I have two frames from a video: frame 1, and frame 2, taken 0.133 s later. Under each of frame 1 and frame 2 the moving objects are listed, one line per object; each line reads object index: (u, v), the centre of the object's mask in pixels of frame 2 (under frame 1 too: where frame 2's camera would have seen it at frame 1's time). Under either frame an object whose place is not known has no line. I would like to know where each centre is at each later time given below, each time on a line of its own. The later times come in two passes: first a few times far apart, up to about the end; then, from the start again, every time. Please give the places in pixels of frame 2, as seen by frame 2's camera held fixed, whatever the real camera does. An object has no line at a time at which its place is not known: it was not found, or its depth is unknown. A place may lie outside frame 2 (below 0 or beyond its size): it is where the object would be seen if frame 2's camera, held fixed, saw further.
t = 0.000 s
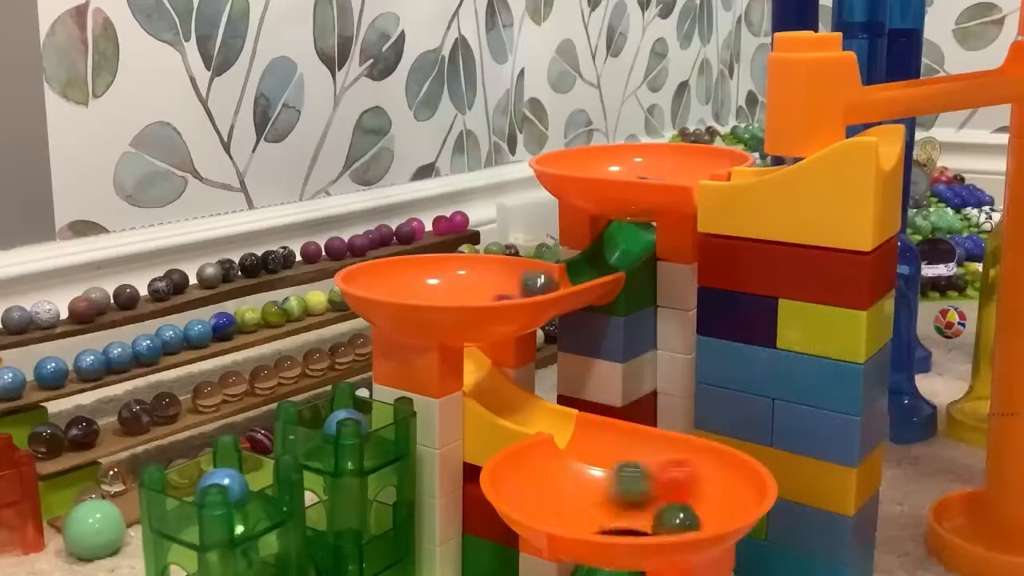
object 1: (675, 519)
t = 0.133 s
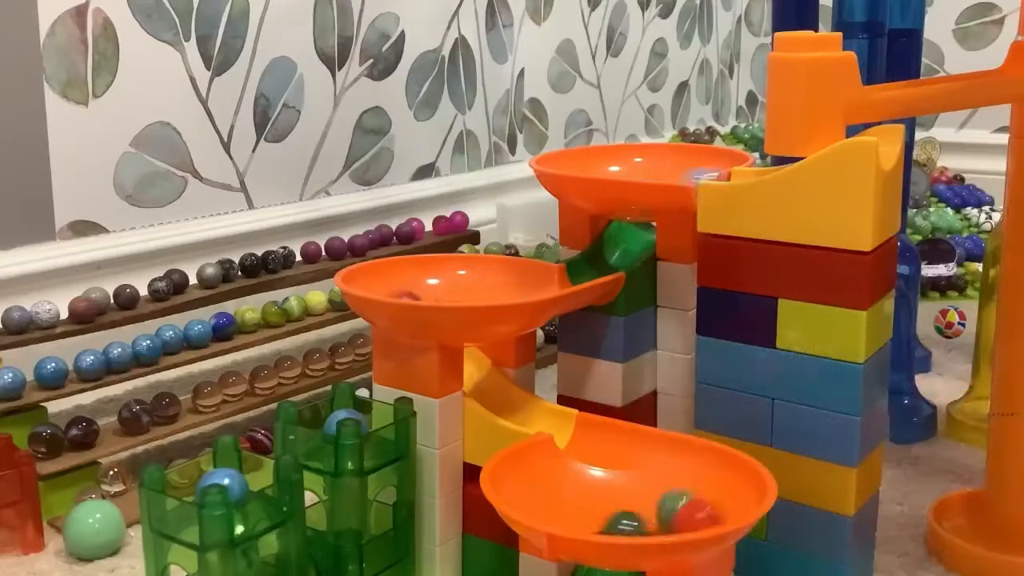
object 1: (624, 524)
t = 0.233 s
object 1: (579, 506)
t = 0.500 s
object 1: (658, 513)
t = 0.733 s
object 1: (596, 522)
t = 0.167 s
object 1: (607, 522)
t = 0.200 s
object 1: (592, 517)
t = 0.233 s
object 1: (579, 506)
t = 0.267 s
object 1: (580, 496)
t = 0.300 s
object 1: (582, 491)
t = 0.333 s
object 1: (588, 487)
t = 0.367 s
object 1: (598, 490)
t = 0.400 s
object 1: (611, 494)
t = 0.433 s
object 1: (627, 499)
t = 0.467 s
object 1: (643, 507)
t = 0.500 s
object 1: (658, 513)
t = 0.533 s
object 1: (666, 517)
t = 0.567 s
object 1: (671, 520)
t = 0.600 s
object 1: (665, 523)
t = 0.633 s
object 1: (656, 525)
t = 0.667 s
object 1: (642, 525)
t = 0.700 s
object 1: (621, 525)
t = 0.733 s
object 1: (596, 522)
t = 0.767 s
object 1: (577, 517)
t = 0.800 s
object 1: (563, 511)
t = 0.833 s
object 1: (556, 502)
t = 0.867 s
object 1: (562, 488)
